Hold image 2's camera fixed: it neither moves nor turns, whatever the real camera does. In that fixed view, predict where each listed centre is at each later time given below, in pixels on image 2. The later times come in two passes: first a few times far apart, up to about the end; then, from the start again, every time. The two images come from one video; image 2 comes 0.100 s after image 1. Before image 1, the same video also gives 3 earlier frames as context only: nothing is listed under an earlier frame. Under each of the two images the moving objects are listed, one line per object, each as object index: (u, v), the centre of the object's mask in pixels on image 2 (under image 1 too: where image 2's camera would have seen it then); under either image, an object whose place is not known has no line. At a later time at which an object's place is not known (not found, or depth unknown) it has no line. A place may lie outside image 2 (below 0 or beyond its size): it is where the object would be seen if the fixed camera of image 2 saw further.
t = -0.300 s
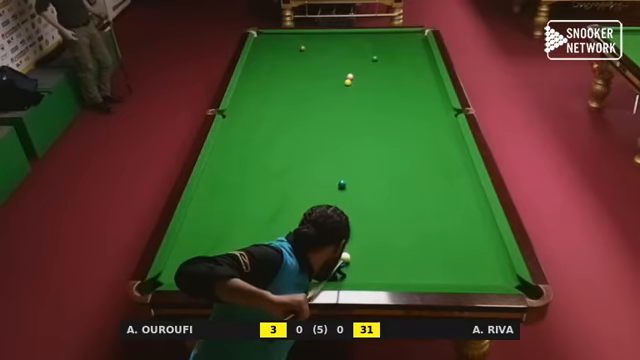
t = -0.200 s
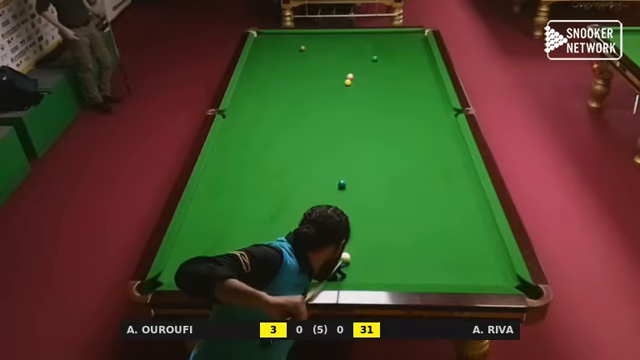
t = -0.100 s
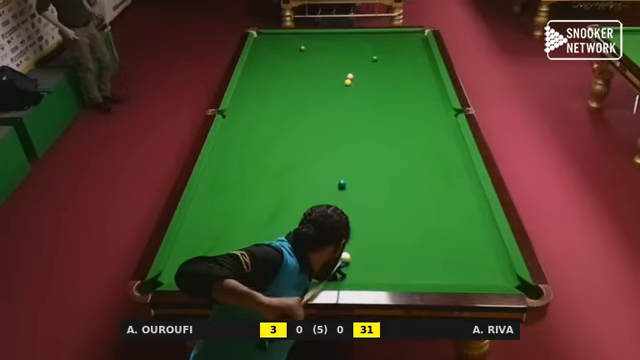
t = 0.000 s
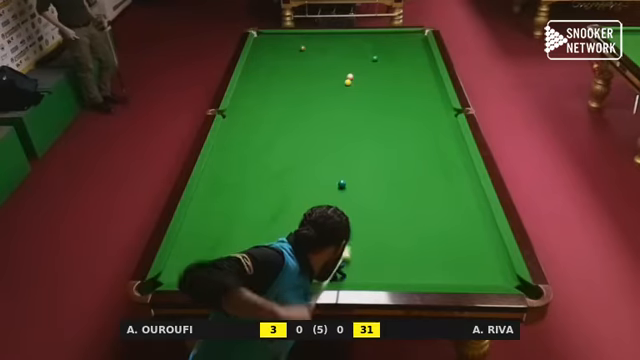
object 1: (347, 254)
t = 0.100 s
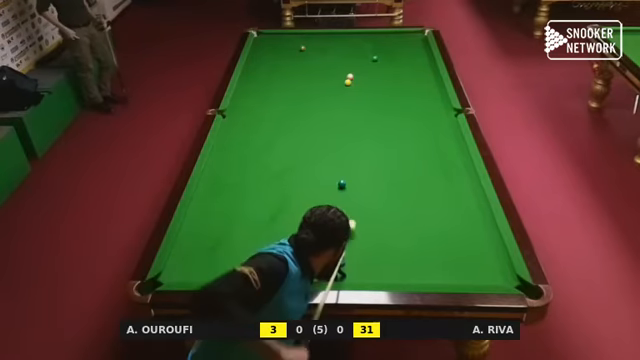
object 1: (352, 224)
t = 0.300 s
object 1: (358, 186)
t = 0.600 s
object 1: (358, 148)
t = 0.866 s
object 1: (352, 127)
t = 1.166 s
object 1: (346, 106)
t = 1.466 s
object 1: (341, 88)
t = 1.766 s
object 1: (337, 72)
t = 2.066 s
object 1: (334, 59)
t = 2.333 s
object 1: (331, 48)
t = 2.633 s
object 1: (329, 38)
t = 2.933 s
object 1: (323, 37)
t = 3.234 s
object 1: (314, 43)
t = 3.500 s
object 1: (307, 49)
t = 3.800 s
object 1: (306, 55)
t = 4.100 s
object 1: (304, 61)
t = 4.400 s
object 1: (303, 67)
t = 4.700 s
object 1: (302, 73)
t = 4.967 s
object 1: (301, 77)
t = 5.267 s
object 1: (300, 83)
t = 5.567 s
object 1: (299, 88)
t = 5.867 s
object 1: (299, 94)
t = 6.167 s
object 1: (298, 98)
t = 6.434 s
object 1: (297, 102)
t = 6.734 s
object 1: (297, 107)
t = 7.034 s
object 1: (297, 111)
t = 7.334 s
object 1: (296, 114)
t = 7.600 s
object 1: (296, 117)
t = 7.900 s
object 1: (296, 120)
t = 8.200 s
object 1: (296, 122)
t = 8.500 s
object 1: (296, 124)
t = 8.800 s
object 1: (295, 125)
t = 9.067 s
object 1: (295, 126)
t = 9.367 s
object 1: (295, 126)
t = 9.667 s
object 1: (295, 126)
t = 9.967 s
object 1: (295, 127)
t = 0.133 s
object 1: (353, 218)
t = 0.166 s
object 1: (354, 211)
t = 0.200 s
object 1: (355, 205)
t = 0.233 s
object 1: (356, 198)
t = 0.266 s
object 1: (357, 192)
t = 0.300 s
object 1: (358, 186)
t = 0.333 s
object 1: (358, 180)
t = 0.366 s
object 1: (359, 175)
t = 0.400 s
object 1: (359, 170)
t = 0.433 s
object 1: (359, 166)
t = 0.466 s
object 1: (359, 162)
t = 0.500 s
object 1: (359, 158)
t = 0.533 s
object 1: (359, 154)
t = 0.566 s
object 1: (358, 151)
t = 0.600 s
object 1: (358, 148)
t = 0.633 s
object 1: (357, 145)
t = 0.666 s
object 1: (356, 142)
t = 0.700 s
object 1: (355, 139)
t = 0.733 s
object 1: (354, 137)
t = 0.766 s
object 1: (354, 134)
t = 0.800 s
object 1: (353, 132)
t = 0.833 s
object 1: (352, 129)
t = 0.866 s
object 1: (352, 127)
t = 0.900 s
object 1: (351, 124)
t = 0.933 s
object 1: (350, 122)
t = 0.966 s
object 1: (350, 119)
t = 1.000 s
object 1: (349, 117)
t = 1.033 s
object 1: (348, 115)
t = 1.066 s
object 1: (348, 113)
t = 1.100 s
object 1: (347, 110)
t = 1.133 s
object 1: (347, 108)
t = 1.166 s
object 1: (346, 106)
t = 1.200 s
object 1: (345, 104)
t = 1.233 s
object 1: (345, 102)
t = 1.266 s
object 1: (344, 100)
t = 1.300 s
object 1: (344, 98)
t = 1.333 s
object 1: (343, 96)
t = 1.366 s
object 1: (343, 94)
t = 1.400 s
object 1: (342, 92)
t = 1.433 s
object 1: (342, 90)
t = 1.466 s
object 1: (341, 88)
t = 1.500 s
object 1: (341, 86)
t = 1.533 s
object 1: (340, 84)
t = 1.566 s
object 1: (340, 83)
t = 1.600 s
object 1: (339, 81)
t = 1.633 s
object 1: (339, 79)
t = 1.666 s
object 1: (338, 77)
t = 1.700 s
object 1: (338, 75)
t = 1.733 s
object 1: (338, 74)
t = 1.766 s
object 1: (337, 72)
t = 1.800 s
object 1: (337, 71)
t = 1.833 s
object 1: (337, 69)
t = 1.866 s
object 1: (336, 68)
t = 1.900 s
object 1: (336, 66)
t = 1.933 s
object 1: (335, 65)
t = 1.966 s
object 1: (335, 63)
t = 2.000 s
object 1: (335, 62)
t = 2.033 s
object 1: (334, 60)
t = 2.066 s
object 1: (334, 59)
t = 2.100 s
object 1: (334, 58)
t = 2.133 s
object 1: (333, 56)
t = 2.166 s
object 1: (333, 55)
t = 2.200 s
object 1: (333, 53)
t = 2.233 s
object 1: (332, 52)
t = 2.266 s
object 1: (332, 51)
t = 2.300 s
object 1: (332, 50)
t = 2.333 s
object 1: (331, 48)
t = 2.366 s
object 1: (331, 47)
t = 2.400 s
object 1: (331, 46)
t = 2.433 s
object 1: (330, 45)
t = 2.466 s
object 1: (330, 43)
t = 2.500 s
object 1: (330, 42)
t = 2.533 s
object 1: (330, 41)
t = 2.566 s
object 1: (329, 40)
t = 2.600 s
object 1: (329, 39)
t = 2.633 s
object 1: (329, 38)
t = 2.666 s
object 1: (328, 37)
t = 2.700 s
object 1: (328, 36)
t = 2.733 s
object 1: (328, 35)
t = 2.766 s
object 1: (328, 33)
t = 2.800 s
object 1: (327, 33)
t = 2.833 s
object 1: (326, 34)
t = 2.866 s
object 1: (325, 35)
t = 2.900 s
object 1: (324, 36)
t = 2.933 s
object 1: (323, 37)
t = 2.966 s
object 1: (322, 37)
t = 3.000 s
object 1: (321, 38)
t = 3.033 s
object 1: (320, 39)
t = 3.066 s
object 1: (319, 39)
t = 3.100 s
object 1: (318, 40)
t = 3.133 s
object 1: (317, 41)
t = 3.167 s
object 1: (316, 42)
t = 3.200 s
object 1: (315, 42)
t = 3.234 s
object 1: (314, 43)
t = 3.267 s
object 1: (313, 44)
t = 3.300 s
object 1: (312, 44)
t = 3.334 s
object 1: (311, 45)
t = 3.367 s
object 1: (310, 46)
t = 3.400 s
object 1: (309, 47)
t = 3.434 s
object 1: (308, 47)
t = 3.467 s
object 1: (307, 48)
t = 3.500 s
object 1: (307, 49)
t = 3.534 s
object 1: (307, 49)
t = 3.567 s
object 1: (307, 50)
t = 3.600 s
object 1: (307, 51)
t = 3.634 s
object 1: (306, 51)
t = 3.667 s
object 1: (306, 52)
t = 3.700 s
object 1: (306, 53)
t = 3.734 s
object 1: (306, 53)
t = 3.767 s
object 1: (306, 54)
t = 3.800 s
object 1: (306, 55)
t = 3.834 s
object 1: (305, 55)
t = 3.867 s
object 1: (305, 56)
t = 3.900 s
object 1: (305, 57)
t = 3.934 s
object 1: (305, 57)
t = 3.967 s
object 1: (305, 58)
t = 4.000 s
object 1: (305, 59)
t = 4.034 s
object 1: (304, 59)
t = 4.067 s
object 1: (304, 60)
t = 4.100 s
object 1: (304, 61)
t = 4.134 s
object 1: (304, 61)
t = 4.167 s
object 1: (304, 62)
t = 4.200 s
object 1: (304, 62)
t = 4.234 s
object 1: (304, 63)
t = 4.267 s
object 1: (304, 64)
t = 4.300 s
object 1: (303, 65)
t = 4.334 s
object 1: (303, 65)
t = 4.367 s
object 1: (303, 66)
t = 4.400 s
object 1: (303, 67)
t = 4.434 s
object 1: (303, 67)
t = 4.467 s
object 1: (303, 68)
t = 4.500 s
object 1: (303, 69)
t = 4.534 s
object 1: (302, 69)
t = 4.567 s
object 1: (302, 70)
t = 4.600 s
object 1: (302, 71)
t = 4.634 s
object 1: (302, 71)
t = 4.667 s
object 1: (302, 72)
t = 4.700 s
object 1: (302, 73)
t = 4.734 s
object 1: (302, 73)
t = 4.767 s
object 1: (302, 74)
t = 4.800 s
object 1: (301, 75)
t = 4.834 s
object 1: (301, 75)
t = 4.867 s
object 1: (301, 76)
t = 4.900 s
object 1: (301, 76)
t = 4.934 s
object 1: (301, 77)
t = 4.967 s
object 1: (301, 77)
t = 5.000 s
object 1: (301, 78)
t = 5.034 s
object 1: (301, 79)
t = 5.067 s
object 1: (301, 79)
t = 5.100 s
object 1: (301, 80)
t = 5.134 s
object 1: (300, 81)
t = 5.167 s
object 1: (301, 81)
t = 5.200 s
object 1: (300, 82)
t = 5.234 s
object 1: (300, 83)
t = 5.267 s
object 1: (300, 83)
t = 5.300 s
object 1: (300, 84)
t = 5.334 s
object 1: (300, 84)
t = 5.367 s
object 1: (300, 85)
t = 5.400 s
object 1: (300, 86)
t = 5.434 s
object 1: (300, 86)
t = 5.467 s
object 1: (299, 87)
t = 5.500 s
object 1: (299, 87)
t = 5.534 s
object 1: (299, 88)
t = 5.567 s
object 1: (299, 88)
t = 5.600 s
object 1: (299, 89)
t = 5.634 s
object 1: (299, 90)
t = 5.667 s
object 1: (299, 90)
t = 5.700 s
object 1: (299, 91)
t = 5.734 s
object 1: (299, 91)
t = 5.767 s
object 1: (299, 92)
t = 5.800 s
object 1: (299, 93)
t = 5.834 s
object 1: (299, 93)
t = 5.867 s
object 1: (299, 94)
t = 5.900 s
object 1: (299, 94)
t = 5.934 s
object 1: (299, 95)
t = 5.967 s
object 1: (298, 95)
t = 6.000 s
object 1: (299, 96)
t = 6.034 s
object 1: (298, 96)
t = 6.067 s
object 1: (298, 97)
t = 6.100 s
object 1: (298, 97)
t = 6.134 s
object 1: (298, 98)
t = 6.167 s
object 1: (298, 98)
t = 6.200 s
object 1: (298, 99)
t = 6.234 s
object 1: (298, 100)
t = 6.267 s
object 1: (298, 100)
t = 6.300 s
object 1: (298, 100)
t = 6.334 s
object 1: (298, 101)
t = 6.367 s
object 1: (298, 102)
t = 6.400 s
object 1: (298, 102)
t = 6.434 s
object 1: (297, 102)
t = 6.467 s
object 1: (297, 103)
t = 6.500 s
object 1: (297, 104)
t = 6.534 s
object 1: (297, 104)
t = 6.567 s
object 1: (297, 105)
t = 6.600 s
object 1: (298, 105)
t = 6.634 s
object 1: (297, 105)
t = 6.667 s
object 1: (297, 106)
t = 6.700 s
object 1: (297, 106)
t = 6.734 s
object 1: (297, 107)
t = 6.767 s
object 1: (297, 107)
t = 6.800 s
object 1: (297, 108)
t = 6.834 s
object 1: (297, 108)
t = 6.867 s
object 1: (297, 108)
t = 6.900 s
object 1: (297, 109)
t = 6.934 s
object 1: (297, 110)
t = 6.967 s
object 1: (297, 110)
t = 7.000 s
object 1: (297, 110)
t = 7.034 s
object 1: (297, 111)
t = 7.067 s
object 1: (297, 111)
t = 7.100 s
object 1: (297, 112)
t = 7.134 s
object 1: (297, 112)
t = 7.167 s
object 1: (297, 112)
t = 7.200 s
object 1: (297, 113)
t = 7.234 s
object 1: (297, 113)
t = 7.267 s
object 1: (296, 114)
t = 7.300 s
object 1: (296, 114)
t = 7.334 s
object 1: (296, 114)
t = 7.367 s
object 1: (296, 115)
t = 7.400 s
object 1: (296, 115)
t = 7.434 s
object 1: (296, 116)
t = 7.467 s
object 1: (296, 116)
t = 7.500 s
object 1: (296, 116)
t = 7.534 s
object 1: (296, 117)
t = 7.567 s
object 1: (296, 117)
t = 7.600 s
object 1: (296, 117)
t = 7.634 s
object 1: (296, 118)
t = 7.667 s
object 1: (296, 118)
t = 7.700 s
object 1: (296, 118)
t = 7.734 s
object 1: (296, 118)
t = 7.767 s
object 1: (296, 119)
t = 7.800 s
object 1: (296, 119)
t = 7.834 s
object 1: (296, 119)
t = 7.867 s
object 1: (296, 120)
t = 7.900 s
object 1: (296, 120)
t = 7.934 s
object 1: (296, 120)
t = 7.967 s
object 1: (296, 120)
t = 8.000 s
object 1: (296, 121)
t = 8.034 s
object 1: (296, 121)
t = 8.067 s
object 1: (296, 121)
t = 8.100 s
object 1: (296, 121)
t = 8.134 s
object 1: (296, 122)
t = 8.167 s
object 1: (296, 122)
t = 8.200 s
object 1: (296, 122)
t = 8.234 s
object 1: (296, 123)
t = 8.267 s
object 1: (296, 123)
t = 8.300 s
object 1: (296, 123)
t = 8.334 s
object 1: (296, 123)
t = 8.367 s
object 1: (296, 123)
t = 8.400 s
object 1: (296, 124)
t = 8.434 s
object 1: (296, 124)
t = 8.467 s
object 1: (296, 124)
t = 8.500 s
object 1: (296, 124)
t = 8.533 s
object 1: (296, 124)
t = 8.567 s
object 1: (296, 125)
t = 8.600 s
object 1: (296, 125)
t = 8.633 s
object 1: (296, 125)
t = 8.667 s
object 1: (295, 125)
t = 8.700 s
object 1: (295, 125)
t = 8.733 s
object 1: (295, 125)
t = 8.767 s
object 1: (295, 125)
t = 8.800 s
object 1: (295, 125)
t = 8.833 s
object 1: (295, 126)
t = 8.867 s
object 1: (295, 126)
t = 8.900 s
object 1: (296, 126)
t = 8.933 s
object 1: (295, 126)
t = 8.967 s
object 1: (295, 126)
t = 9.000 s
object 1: (295, 126)
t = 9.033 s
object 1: (295, 126)
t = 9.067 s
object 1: (295, 126)
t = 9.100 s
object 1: (295, 126)
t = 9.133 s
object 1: (295, 126)
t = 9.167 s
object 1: (295, 126)
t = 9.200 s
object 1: (295, 126)
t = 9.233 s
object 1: (295, 126)
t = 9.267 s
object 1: (295, 126)
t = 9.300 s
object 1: (295, 126)
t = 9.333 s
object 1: (295, 126)
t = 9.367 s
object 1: (295, 126)
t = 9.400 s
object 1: (295, 126)
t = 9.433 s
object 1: (295, 126)
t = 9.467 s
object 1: (295, 126)
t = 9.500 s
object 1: (295, 126)
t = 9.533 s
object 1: (295, 126)
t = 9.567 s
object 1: (295, 126)
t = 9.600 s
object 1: (295, 126)
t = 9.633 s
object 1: (295, 126)
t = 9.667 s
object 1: (295, 126)
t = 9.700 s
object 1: (295, 126)
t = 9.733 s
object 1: (295, 126)
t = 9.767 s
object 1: (295, 126)
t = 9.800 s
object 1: (295, 126)
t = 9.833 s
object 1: (295, 126)
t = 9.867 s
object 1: (295, 127)
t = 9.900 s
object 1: (295, 127)
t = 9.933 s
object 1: (295, 127)
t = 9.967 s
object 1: (295, 127)
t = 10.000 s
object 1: (295, 127)
